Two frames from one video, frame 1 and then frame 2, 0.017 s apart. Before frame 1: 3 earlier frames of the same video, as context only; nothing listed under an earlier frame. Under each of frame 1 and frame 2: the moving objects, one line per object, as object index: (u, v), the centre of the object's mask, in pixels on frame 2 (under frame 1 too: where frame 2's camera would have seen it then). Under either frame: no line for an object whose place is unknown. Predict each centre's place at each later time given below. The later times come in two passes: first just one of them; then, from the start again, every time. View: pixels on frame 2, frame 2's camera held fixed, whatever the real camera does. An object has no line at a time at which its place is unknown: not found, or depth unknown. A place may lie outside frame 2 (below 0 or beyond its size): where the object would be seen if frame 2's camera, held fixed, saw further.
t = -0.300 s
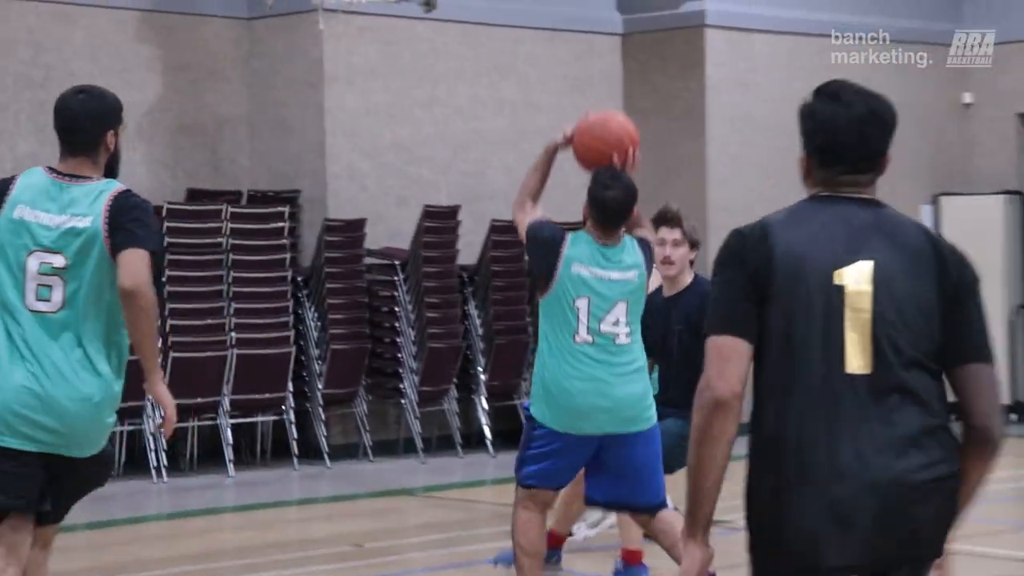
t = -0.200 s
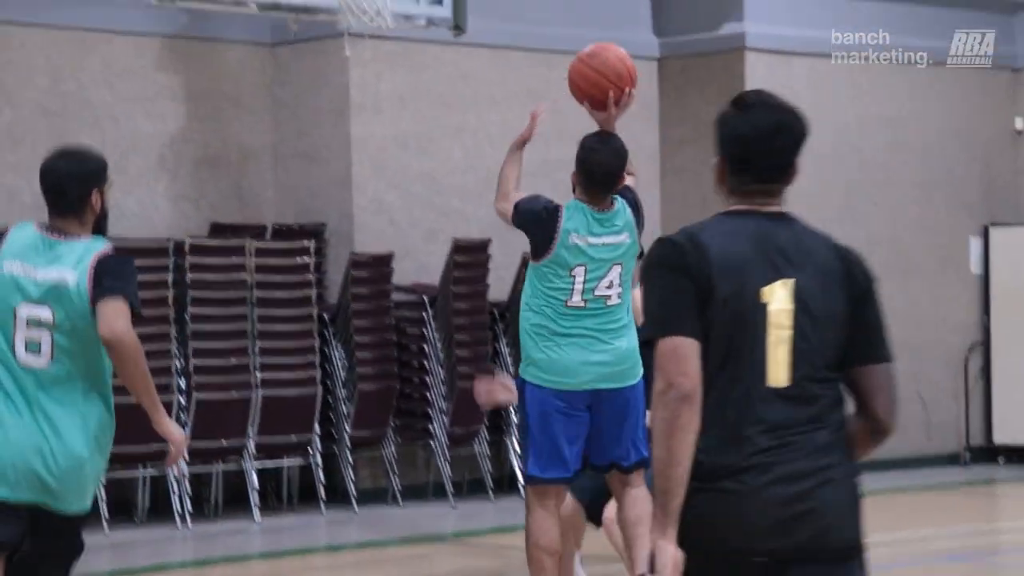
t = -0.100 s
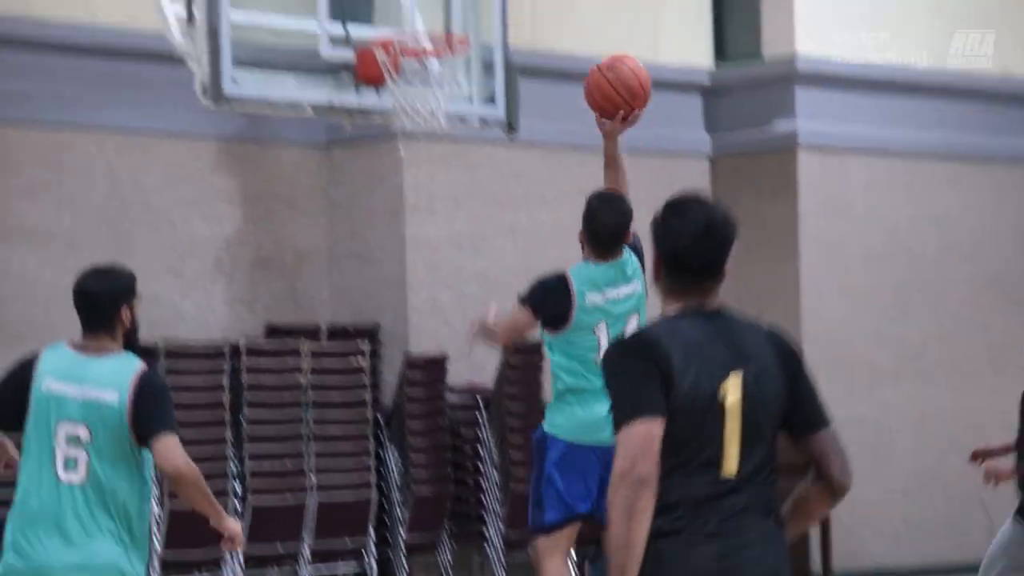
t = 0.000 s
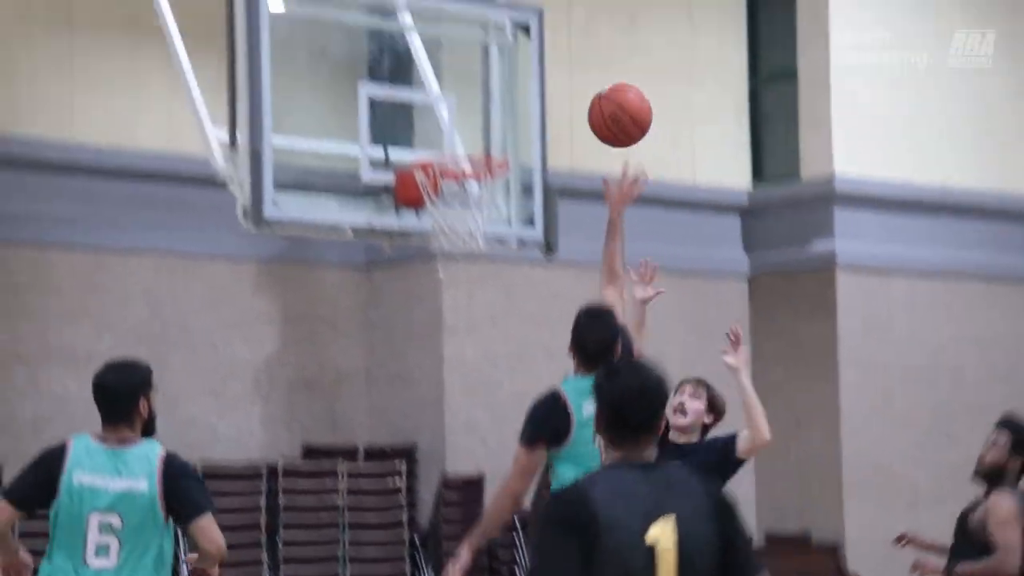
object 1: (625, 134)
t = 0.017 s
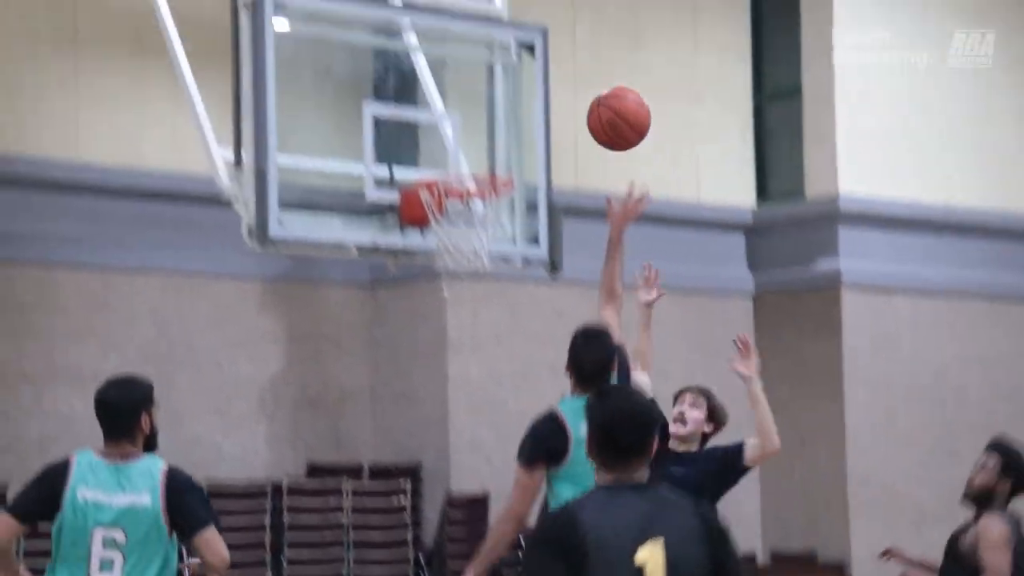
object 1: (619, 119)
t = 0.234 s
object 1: (552, 2)
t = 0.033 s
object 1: (613, 104)
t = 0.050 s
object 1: (608, 91)
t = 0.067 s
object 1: (602, 79)
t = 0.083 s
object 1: (597, 68)
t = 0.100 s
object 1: (592, 57)
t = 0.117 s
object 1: (586, 48)
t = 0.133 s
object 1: (582, 39)
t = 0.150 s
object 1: (577, 30)
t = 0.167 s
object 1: (572, 24)
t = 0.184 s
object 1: (566, 17)
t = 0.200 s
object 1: (562, 12)
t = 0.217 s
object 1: (556, 7)
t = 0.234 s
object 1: (552, 2)
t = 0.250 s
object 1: (548, -1)
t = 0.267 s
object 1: (543, -3)
